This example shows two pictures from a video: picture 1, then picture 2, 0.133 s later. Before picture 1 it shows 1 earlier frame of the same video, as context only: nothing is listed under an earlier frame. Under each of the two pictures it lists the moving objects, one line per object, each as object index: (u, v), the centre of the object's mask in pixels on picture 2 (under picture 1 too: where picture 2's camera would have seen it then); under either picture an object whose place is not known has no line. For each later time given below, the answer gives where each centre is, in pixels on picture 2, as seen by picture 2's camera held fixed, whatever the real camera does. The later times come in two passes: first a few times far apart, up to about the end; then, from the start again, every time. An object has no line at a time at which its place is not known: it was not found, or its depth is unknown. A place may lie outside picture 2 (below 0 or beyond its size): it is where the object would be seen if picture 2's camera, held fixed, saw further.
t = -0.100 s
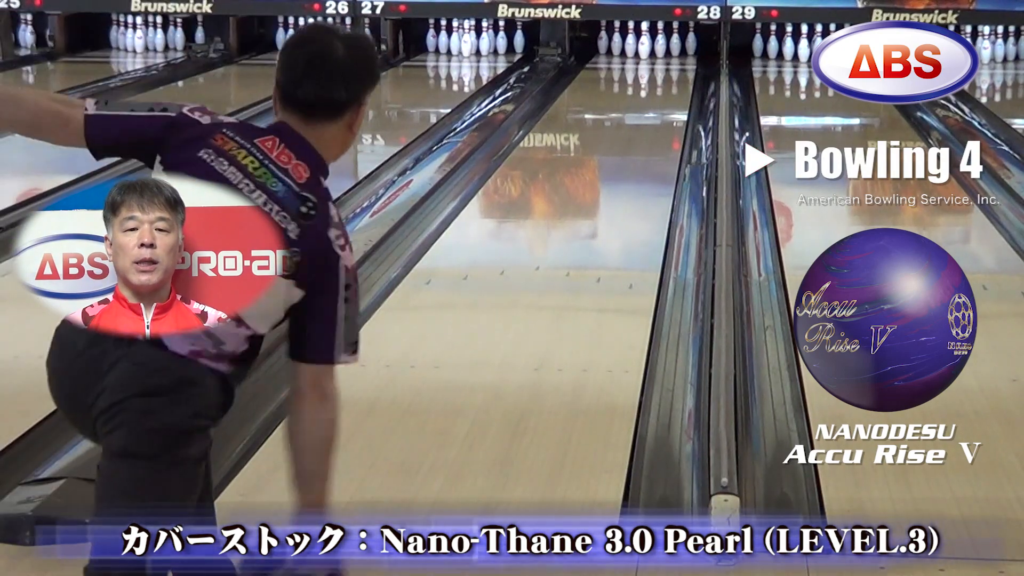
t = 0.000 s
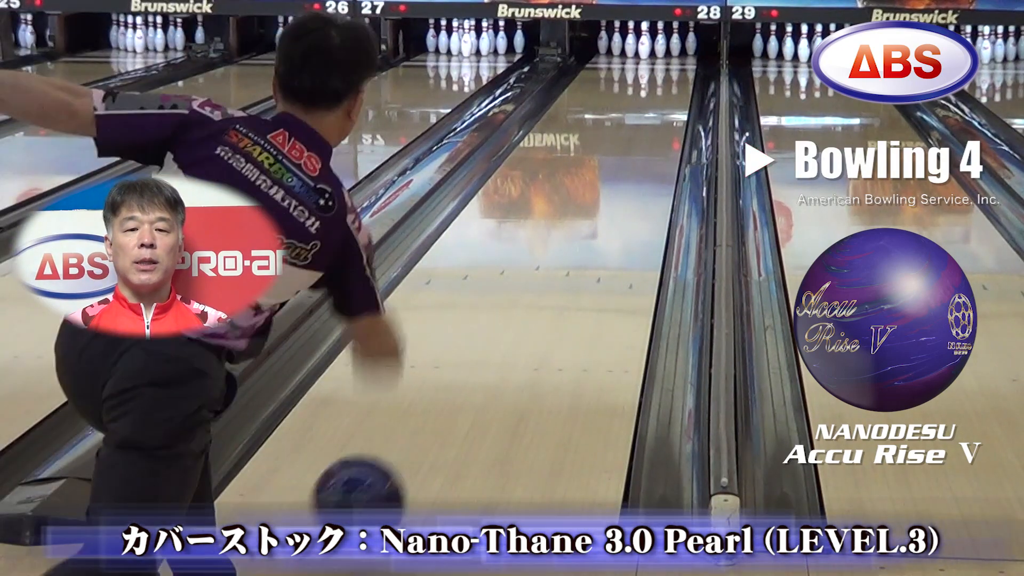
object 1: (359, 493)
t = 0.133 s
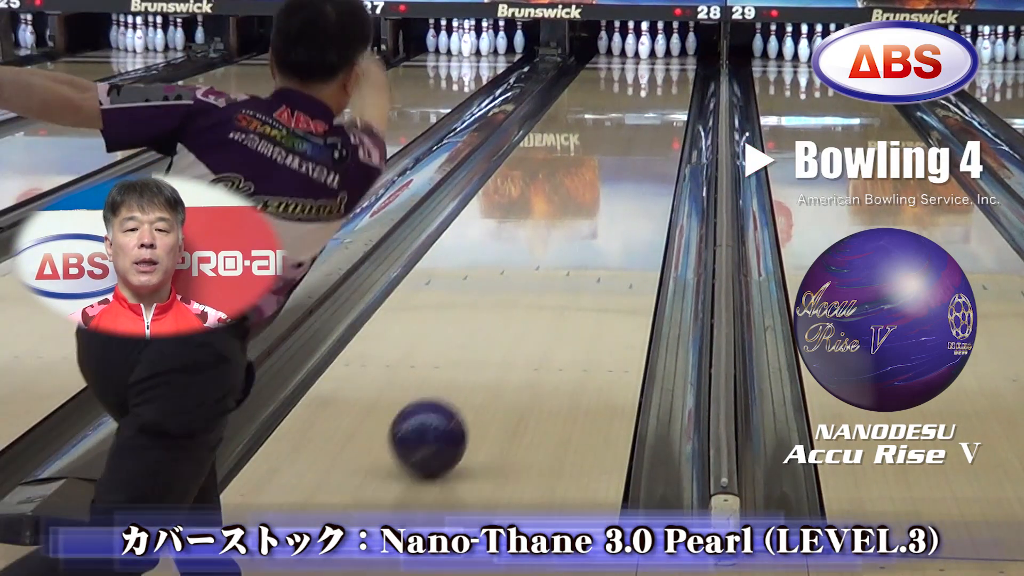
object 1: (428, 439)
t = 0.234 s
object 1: (467, 384)
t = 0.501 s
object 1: (539, 283)
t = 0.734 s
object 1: (580, 224)
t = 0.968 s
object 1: (608, 182)
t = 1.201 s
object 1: (628, 149)
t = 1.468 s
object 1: (645, 121)
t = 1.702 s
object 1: (654, 101)
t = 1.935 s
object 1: (659, 85)
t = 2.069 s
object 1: (661, 77)
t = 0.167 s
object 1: (443, 419)
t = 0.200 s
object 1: (455, 401)
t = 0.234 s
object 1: (467, 384)
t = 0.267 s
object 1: (479, 369)
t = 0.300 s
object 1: (489, 354)
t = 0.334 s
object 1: (499, 340)
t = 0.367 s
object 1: (508, 327)
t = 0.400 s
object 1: (517, 315)
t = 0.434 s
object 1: (524, 303)
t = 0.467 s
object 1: (532, 293)
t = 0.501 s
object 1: (539, 283)
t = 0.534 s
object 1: (546, 273)
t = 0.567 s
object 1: (552, 264)
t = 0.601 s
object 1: (558, 255)
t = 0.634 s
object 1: (564, 247)
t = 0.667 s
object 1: (570, 239)
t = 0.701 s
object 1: (575, 232)
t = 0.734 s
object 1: (580, 224)
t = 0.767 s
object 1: (584, 218)
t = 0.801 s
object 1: (588, 211)
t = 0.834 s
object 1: (593, 205)
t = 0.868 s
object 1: (597, 198)
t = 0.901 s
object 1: (601, 193)
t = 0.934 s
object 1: (604, 187)
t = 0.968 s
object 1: (608, 182)
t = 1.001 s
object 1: (611, 177)
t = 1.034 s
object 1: (614, 172)
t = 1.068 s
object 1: (617, 167)
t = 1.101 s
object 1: (620, 162)
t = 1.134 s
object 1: (623, 158)
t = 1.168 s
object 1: (625, 154)
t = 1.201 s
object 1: (628, 149)
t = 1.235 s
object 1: (630, 145)
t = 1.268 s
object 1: (633, 142)
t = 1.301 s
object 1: (635, 138)
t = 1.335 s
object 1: (637, 134)
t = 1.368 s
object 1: (640, 131)
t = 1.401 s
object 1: (641, 128)
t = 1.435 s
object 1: (643, 124)
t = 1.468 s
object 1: (645, 121)
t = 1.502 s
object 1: (646, 118)
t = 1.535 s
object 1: (648, 115)
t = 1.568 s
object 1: (649, 112)
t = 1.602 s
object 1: (651, 109)
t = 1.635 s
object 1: (652, 107)
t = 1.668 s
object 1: (653, 104)
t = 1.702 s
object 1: (654, 101)
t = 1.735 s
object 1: (655, 99)
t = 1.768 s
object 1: (656, 96)
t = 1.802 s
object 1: (657, 94)
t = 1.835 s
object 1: (658, 92)
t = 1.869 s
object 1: (658, 89)
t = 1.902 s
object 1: (659, 87)
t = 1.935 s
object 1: (659, 85)
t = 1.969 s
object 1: (660, 83)
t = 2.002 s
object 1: (661, 81)
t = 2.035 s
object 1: (661, 79)
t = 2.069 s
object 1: (661, 77)
